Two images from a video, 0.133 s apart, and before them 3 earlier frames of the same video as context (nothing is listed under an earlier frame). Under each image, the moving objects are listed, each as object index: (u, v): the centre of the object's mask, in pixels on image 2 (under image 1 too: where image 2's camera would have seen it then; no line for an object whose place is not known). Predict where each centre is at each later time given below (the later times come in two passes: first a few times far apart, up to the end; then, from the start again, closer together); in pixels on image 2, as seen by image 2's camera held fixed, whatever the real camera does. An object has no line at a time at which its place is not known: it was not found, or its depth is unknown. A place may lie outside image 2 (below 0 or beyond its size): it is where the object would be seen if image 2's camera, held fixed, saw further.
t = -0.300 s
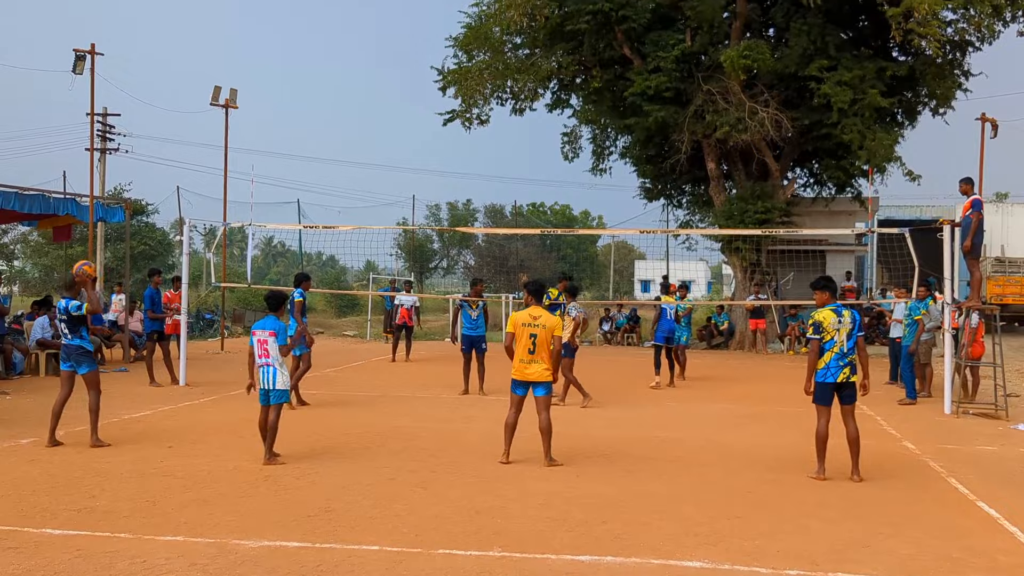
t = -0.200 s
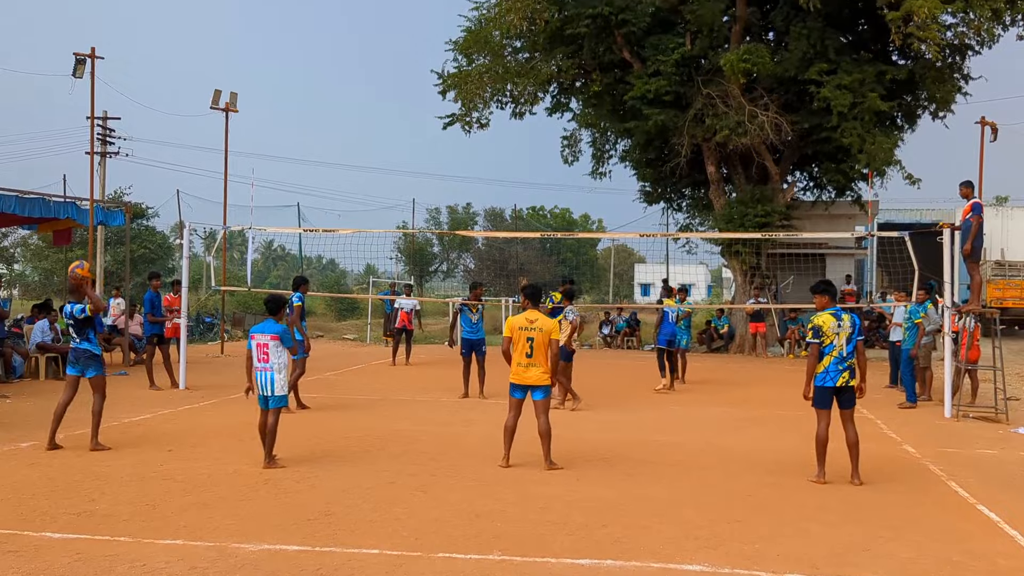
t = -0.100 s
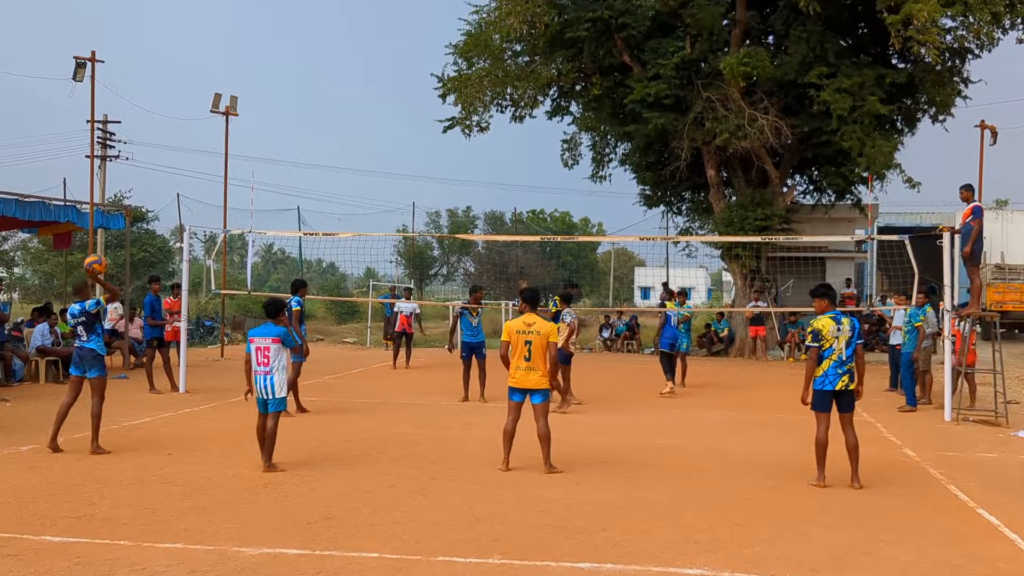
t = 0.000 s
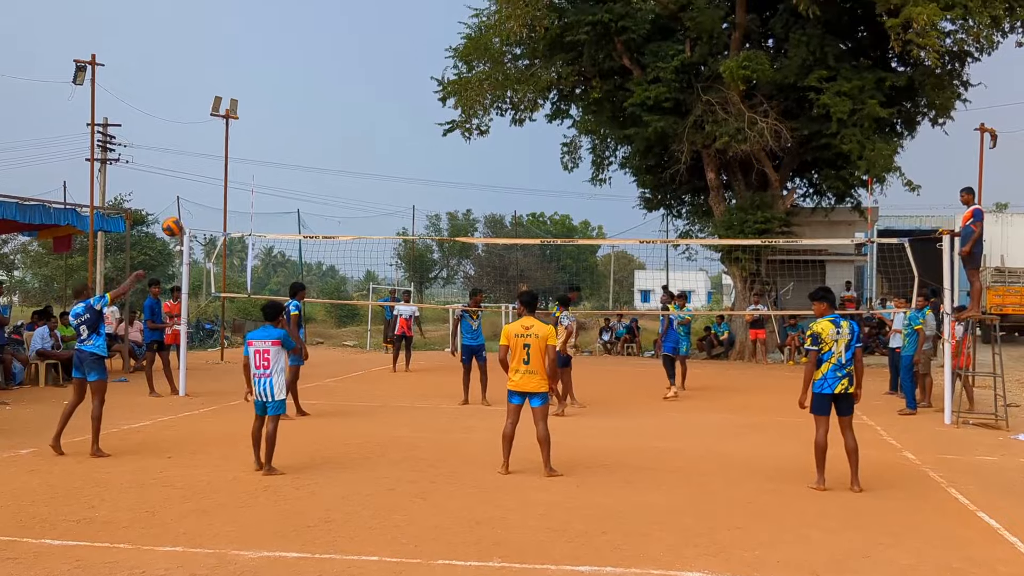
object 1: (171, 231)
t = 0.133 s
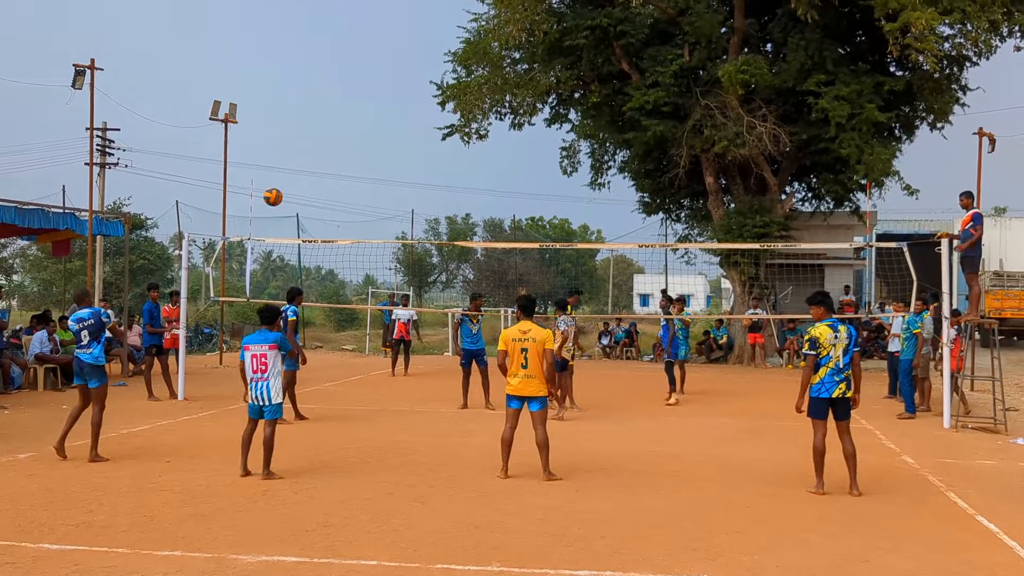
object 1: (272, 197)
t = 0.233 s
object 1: (337, 184)
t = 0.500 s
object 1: (470, 186)
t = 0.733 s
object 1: (559, 219)
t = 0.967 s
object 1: (628, 270)
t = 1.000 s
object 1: (637, 278)
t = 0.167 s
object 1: (295, 191)
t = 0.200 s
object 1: (316, 187)
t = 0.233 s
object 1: (337, 184)
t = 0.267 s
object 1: (356, 182)
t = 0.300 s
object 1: (374, 180)
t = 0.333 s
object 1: (392, 180)
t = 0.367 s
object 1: (409, 179)
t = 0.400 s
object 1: (425, 180)
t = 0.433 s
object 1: (441, 182)
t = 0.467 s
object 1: (456, 184)
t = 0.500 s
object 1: (470, 186)
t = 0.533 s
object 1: (484, 190)
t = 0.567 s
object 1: (498, 193)
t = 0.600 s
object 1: (511, 197)
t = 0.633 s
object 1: (523, 202)
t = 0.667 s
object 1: (535, 207)
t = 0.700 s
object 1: (547, 213)
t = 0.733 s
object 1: (559, 219)
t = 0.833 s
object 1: (591, 237)
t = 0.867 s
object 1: (600, 246)
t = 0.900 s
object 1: (610, 254)
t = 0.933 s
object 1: (619, 261)
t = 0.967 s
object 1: (628, 270)
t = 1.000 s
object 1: (637, 278)
